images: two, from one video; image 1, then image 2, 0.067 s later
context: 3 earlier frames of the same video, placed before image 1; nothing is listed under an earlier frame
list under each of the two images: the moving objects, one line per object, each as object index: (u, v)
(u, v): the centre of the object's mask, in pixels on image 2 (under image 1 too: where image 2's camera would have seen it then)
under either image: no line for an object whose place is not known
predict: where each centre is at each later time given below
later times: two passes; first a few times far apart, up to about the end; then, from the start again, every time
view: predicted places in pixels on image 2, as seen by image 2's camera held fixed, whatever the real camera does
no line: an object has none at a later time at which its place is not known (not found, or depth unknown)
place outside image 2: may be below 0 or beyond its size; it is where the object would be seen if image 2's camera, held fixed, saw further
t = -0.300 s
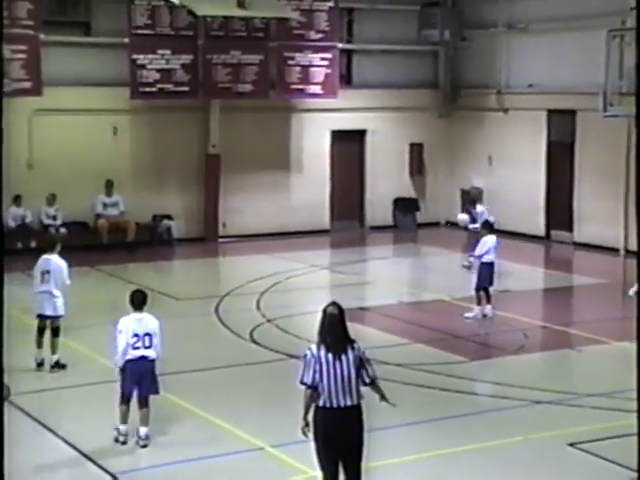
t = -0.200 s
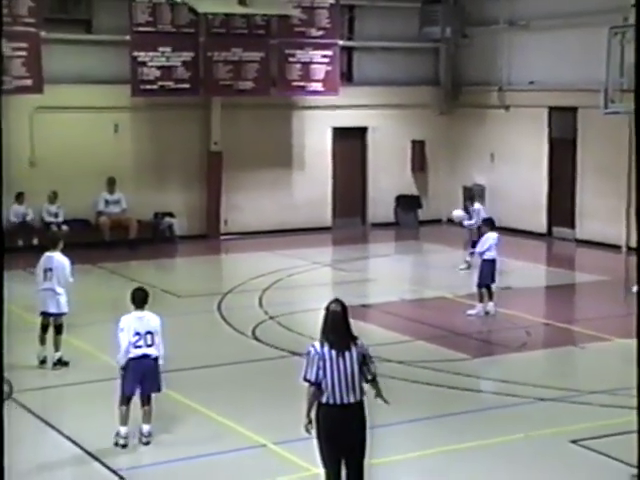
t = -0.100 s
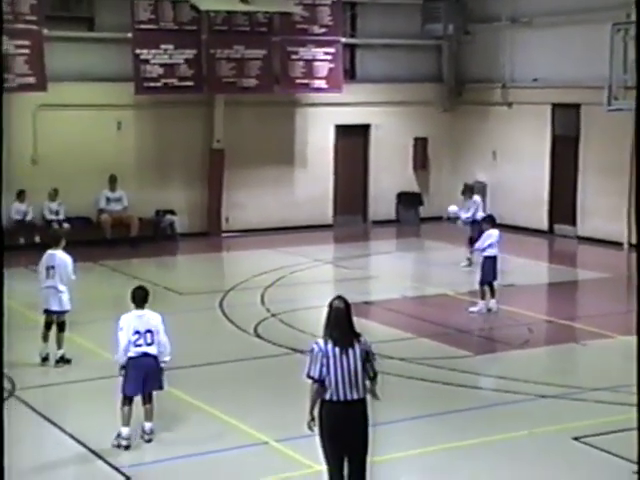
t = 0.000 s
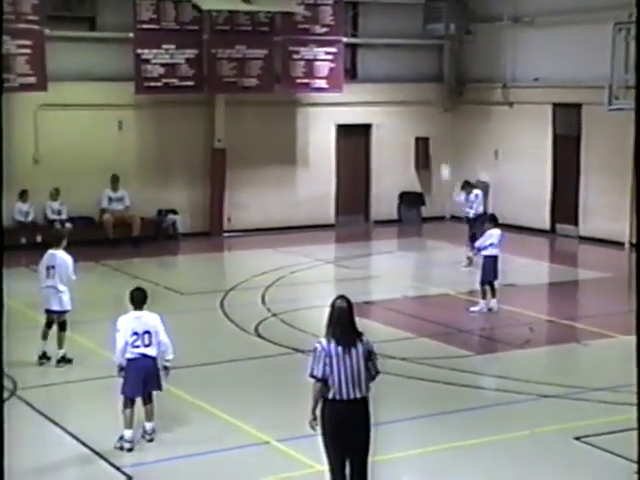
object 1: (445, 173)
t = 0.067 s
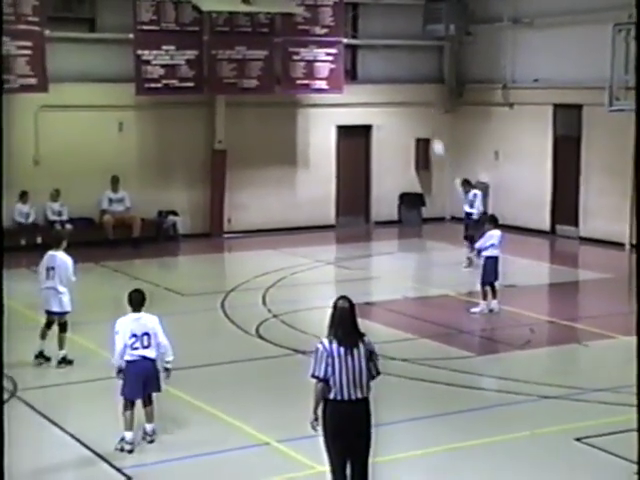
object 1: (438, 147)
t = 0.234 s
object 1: (418, 92)
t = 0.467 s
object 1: (389, 44)
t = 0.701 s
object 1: (355, 30)
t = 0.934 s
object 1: (321, 47)
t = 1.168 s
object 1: (289, 106)
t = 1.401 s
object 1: (255, 198)
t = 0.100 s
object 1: (434, 135)
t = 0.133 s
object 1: (431, 123)
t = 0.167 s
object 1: (426, 112)
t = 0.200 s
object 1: (422, 101)
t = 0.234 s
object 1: (418, 92)
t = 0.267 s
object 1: (415, 83)
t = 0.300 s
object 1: (410, 76)
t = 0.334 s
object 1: (406, 67)
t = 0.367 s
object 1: (402, 60)
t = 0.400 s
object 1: (398, 54)
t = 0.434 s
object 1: (394, 49)
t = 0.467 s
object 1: (389, 44)
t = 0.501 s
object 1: (384, 40)
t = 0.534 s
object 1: (380, 35)
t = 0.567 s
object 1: (375, 34)
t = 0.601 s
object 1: (370, 31)
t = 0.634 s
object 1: (364, 31)
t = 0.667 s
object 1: (360, 30)
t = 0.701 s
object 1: (355, 30)
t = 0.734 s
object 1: (350, 30)
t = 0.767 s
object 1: (346, 32)
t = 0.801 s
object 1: (342, 33)
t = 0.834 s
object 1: (337, 36)
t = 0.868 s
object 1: (332, 39)
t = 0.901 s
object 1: (326, 42)
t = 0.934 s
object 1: (321, 47)
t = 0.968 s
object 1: (315, 52)
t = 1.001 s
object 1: (311, 56)
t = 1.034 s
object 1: (306, 67)
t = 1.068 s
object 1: (303, 77)
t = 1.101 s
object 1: (298, 86)
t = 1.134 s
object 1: (293, 94)
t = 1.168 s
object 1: (289, 106)
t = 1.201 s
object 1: (285, 117)
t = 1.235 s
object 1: (280, 129)
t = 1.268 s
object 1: (275, 142)
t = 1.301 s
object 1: (271, 155)
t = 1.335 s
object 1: (265, 167)
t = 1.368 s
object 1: (260, 182)
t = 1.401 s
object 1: (255, 198)
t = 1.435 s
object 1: (250, 214)
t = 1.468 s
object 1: (246, 233)
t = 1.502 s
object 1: (241, 249)
